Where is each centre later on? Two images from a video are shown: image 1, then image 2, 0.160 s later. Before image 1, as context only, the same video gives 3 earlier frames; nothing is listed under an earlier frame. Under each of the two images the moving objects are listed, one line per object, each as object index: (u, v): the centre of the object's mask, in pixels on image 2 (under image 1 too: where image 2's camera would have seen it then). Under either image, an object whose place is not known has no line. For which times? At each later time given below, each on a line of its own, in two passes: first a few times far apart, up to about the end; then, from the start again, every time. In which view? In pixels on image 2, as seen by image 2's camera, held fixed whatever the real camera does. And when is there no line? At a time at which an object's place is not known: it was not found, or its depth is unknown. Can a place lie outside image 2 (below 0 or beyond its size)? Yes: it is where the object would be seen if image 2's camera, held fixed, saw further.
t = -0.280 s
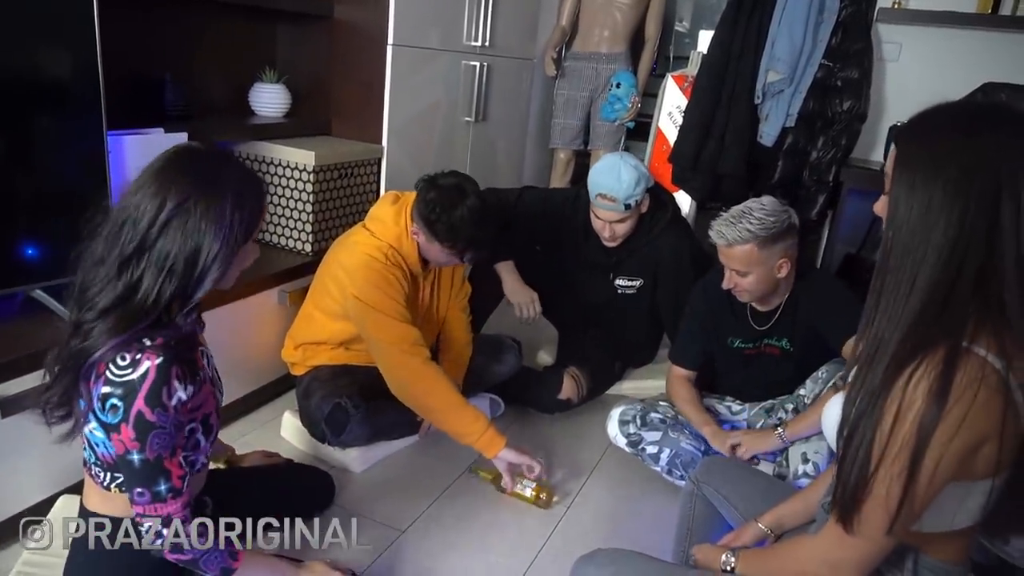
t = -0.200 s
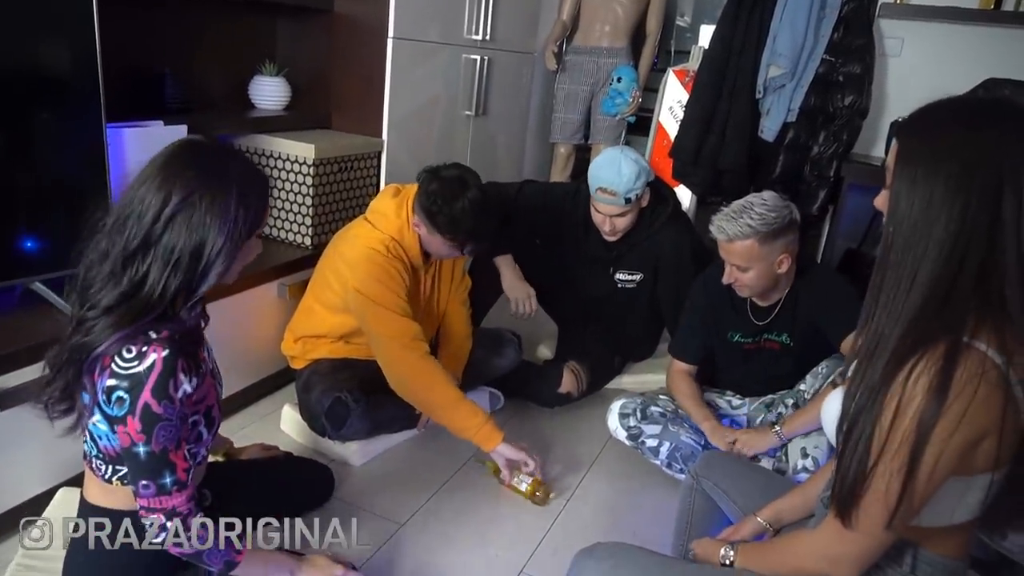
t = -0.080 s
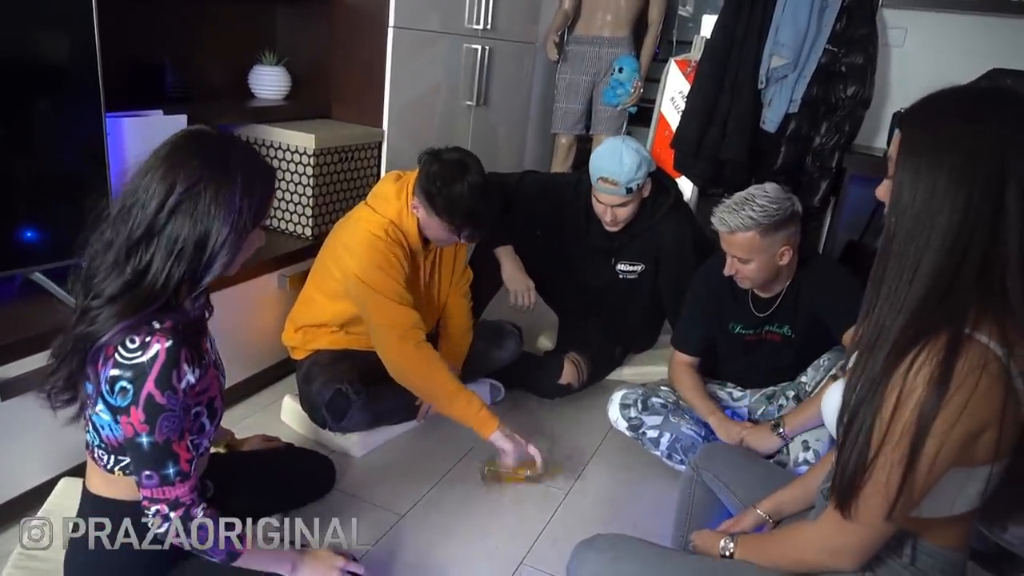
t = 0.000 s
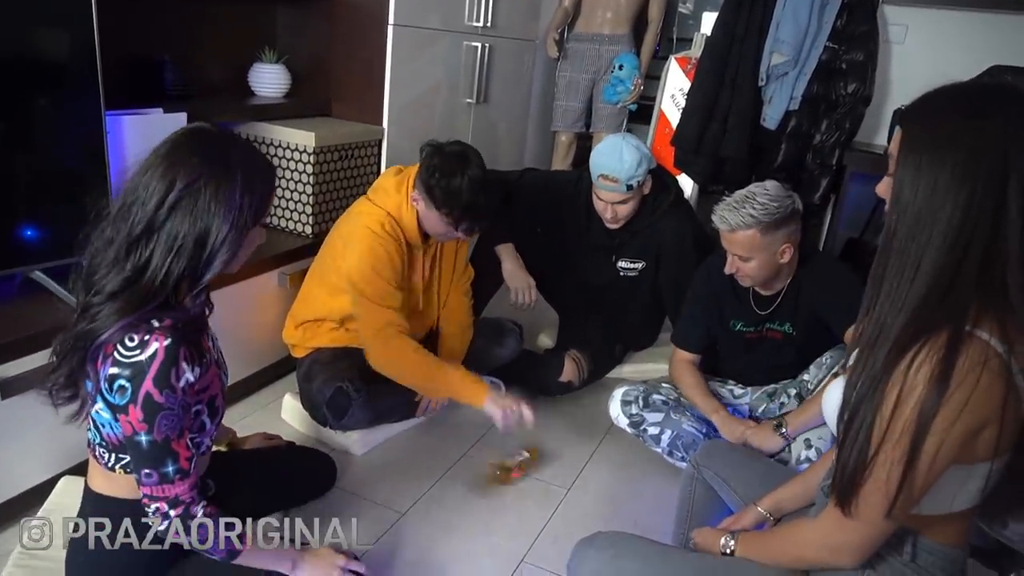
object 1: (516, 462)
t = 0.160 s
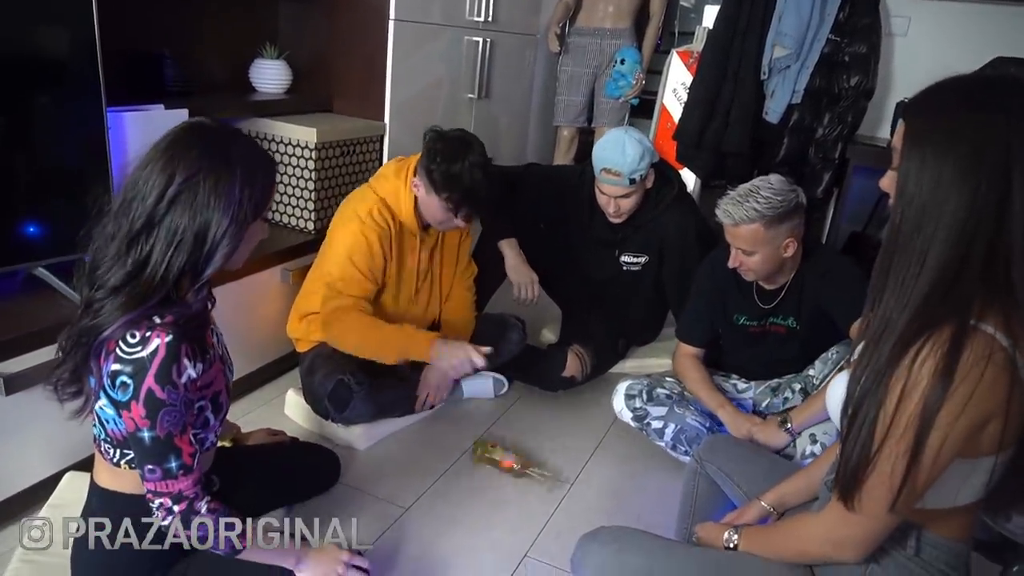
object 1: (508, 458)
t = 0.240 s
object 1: (500, 459)
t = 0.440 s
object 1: (493, 453)
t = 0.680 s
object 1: (497, 454)
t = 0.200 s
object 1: (504, 457)
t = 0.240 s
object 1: (500, 459)
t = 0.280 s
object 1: (496, 456)
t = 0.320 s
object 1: (502, 457)
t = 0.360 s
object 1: (499, 458)
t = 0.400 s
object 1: (500, 455)
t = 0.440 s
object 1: (493, 453)
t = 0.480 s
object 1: (498, 452)
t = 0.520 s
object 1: (493, 457)
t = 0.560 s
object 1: (492, 455)
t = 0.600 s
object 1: (497, 455)
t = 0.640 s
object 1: (493, 456)
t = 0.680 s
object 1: (497, 454)
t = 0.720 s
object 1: (494, 453)
